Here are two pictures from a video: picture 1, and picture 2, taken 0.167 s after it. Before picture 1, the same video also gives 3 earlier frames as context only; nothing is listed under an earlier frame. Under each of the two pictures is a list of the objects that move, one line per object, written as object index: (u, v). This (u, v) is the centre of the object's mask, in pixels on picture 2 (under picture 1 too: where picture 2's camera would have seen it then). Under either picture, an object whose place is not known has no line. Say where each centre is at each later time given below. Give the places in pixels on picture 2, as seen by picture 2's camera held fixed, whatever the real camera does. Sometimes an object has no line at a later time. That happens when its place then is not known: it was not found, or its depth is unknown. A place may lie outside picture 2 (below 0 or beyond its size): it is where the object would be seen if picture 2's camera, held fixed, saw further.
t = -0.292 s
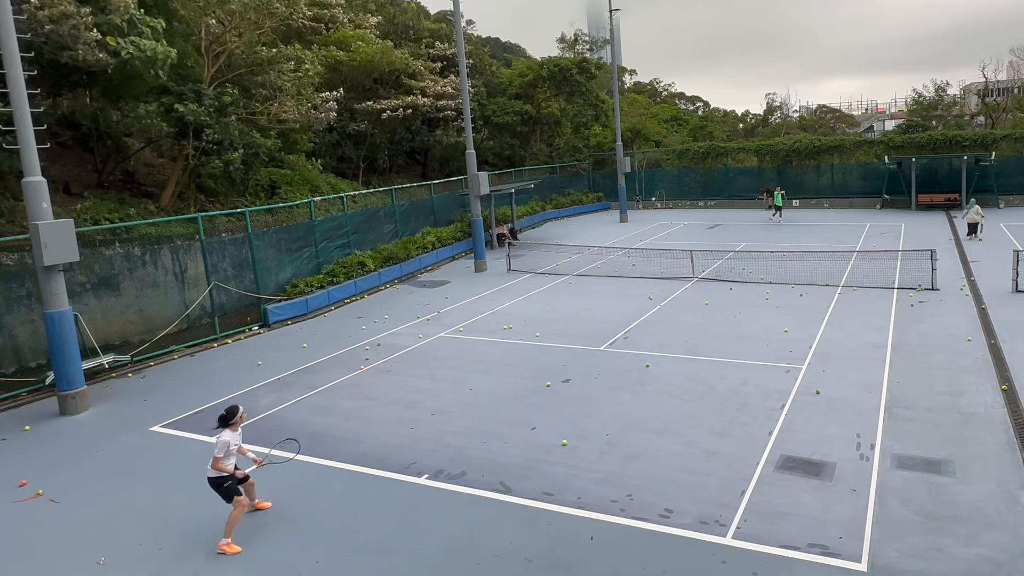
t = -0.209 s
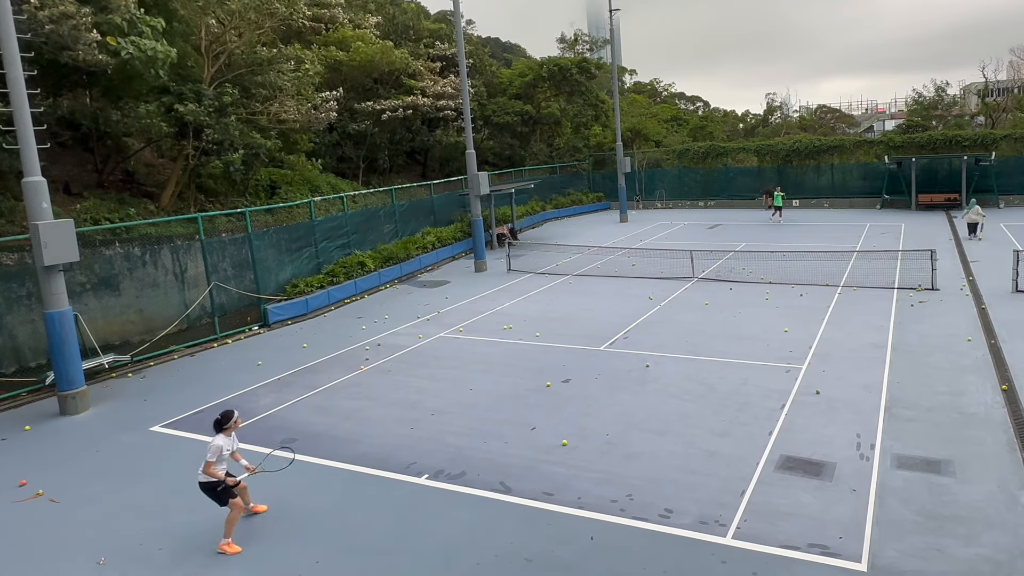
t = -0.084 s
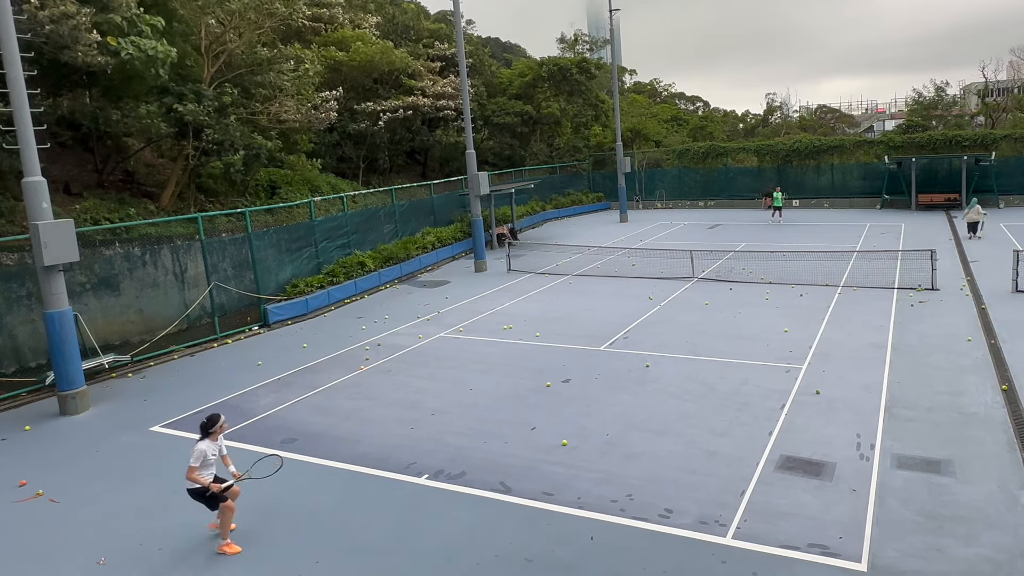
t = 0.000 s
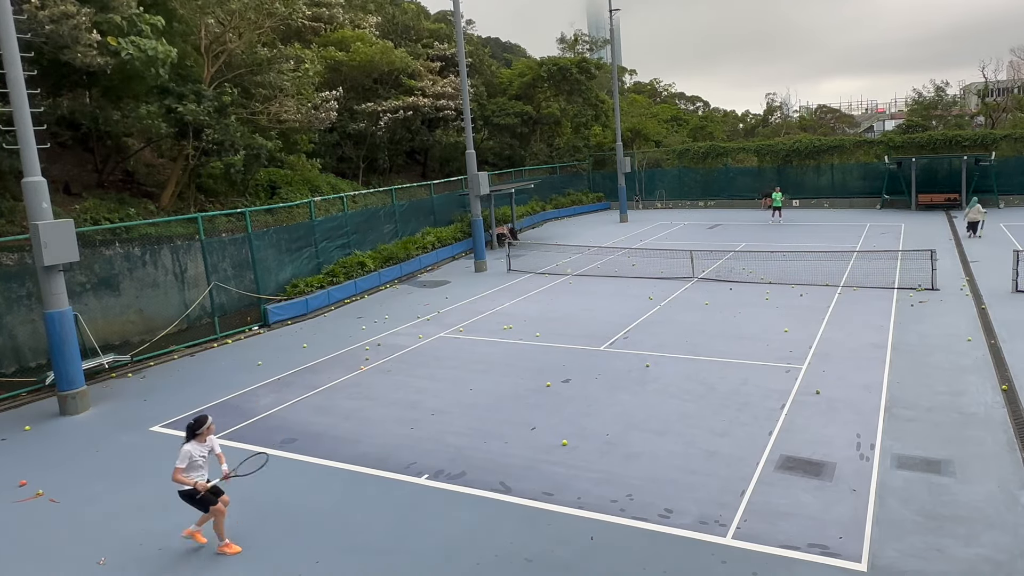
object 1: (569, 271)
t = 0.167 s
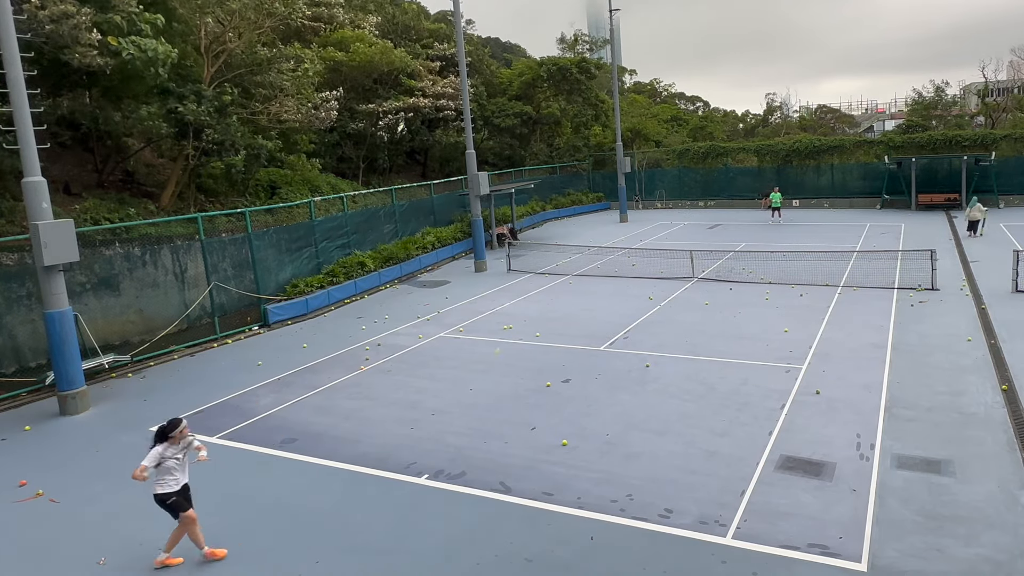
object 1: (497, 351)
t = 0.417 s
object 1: (374, 416)
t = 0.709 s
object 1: (205, 421)
